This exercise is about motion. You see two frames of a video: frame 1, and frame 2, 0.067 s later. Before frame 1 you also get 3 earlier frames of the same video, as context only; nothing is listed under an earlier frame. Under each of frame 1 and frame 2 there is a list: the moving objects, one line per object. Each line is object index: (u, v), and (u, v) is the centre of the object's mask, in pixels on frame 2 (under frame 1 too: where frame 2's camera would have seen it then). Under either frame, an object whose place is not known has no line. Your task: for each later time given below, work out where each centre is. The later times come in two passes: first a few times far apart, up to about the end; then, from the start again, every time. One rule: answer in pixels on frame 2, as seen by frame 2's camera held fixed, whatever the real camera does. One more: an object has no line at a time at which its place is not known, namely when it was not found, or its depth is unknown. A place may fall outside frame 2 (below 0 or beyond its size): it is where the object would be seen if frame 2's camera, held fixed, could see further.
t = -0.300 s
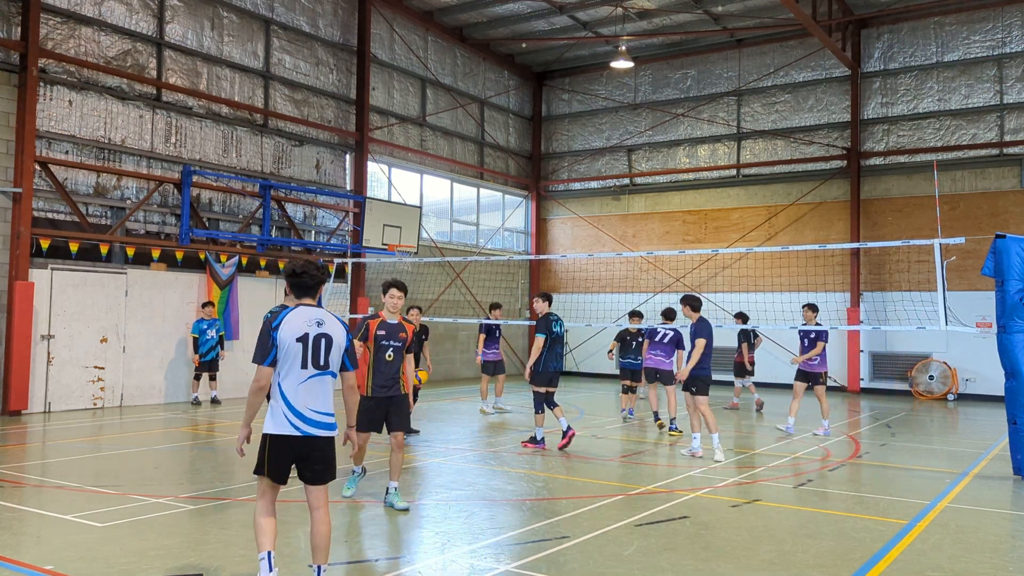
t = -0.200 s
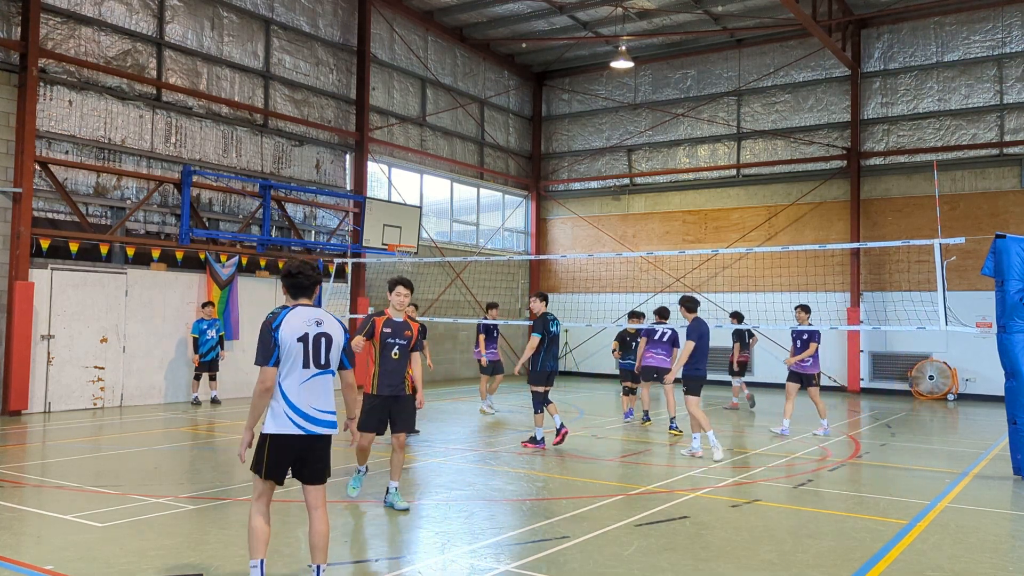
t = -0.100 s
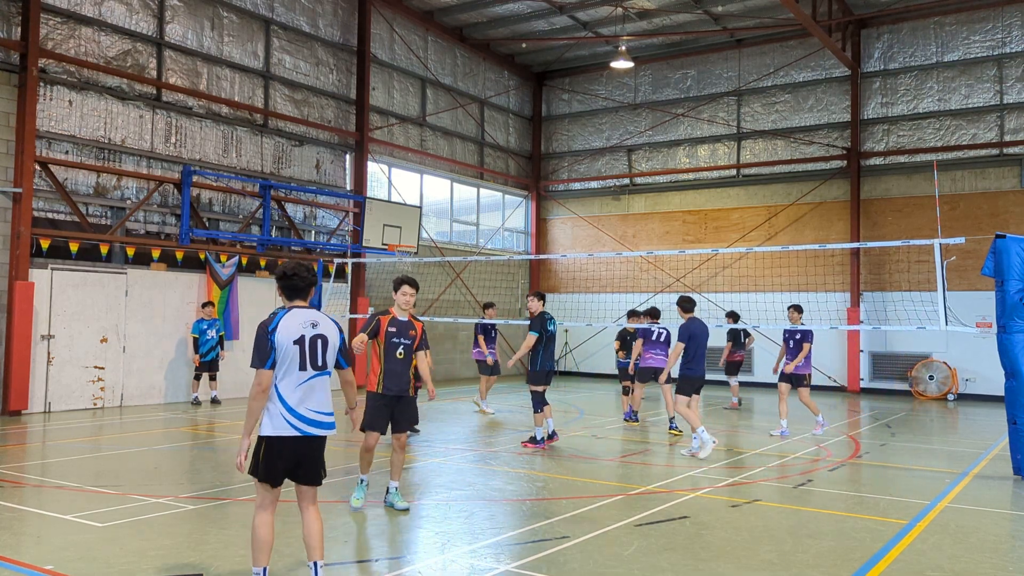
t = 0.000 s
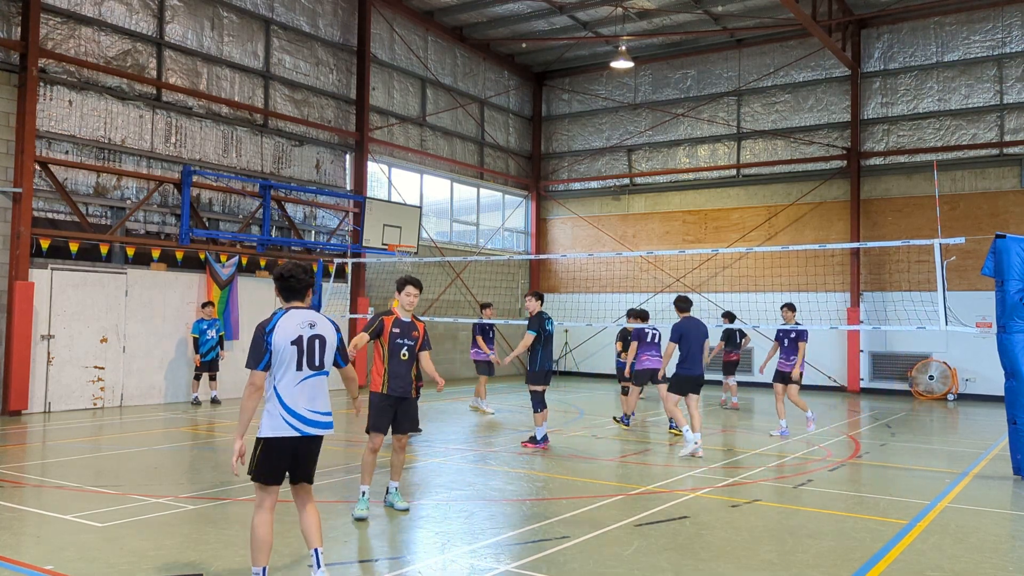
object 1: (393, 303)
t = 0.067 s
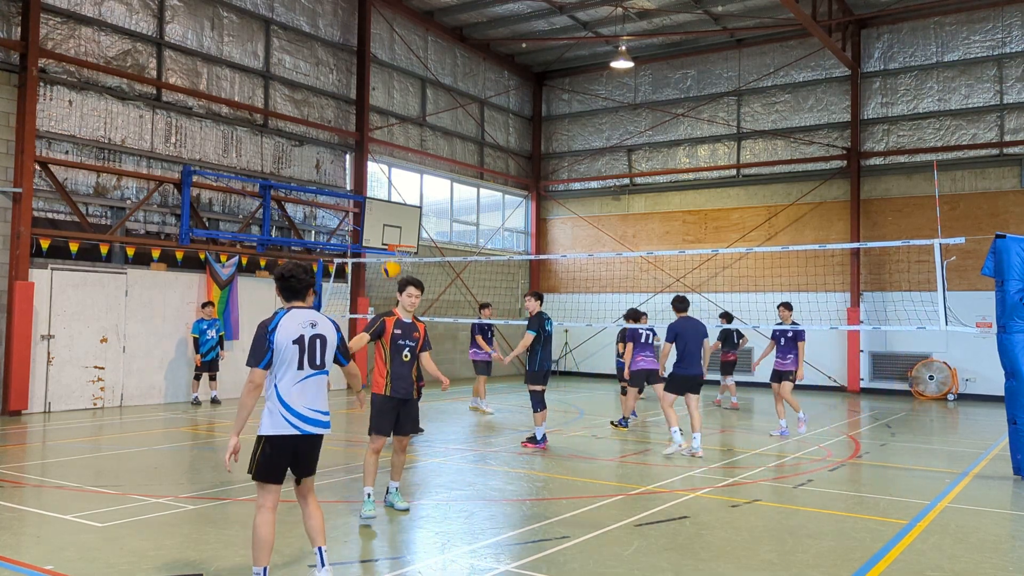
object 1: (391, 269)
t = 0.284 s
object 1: (366, 158)
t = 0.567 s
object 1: (323, 59)
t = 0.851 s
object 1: (263, 34)
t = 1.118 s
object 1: (183, 111)
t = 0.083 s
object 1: (390, 258)
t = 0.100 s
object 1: (388, 250)
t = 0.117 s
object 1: (386, 242)
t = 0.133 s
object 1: (384, 232)
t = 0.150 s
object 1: (382, 223)
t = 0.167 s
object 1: (381, 214)
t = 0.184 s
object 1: (379, 206)
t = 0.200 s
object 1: (377, 198)
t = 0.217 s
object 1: (374, 190)
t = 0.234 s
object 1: (372, 181)
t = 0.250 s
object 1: (370, 174)
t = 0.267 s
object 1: (367, 166)
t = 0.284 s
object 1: (366, 158)
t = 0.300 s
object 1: (364, 151)
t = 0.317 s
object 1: (362, 144)
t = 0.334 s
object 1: (360, 137)
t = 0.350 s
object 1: (357, 130)
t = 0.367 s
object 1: (355, 124)
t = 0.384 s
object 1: (352, 117)
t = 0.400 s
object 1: (350, 111)
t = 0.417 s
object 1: (348, 105)
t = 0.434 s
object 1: (345, 99)
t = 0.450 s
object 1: (342, 93)
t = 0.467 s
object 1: (340, 88)
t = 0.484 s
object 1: (337, 83)
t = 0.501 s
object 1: (335, 77)
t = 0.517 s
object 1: (332, 73)
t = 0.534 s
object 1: (329, 68)
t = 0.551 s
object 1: (326, 64)
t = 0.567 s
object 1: (323, 59)
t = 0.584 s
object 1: (320, 55)
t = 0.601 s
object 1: (317, 52)
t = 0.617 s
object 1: (313, 50)
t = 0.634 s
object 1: (310, 45)
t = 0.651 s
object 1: (307, 43)
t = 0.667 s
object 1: (304, 41)
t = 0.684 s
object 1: (301, 39)
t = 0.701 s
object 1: (297, 36)
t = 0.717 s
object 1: (294, 35)
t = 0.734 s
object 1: (289, 34)
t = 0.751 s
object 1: (287, 32)
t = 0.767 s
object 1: (282, 31)
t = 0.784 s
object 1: (279, 32)
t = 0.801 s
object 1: (275, 32)
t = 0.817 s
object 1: (271, 32)
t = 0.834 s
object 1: (267, 32)
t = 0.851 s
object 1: (263, 34)
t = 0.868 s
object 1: (259, 35)
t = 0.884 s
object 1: (255, 37)
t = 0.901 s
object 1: (250, 39)
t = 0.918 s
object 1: (245, 42)
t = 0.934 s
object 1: (241, 45)
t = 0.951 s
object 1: (236, 48)
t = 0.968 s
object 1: (231, 52)
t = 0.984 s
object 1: (226, 58)
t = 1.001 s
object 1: (221, 63)
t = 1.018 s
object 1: (216, 67)
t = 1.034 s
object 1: (211, 74)
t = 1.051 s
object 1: (206, 81)
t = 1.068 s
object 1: (201, 87)
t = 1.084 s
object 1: (195, 96)
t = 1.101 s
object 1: (189, 104)
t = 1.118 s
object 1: (183, 111)
